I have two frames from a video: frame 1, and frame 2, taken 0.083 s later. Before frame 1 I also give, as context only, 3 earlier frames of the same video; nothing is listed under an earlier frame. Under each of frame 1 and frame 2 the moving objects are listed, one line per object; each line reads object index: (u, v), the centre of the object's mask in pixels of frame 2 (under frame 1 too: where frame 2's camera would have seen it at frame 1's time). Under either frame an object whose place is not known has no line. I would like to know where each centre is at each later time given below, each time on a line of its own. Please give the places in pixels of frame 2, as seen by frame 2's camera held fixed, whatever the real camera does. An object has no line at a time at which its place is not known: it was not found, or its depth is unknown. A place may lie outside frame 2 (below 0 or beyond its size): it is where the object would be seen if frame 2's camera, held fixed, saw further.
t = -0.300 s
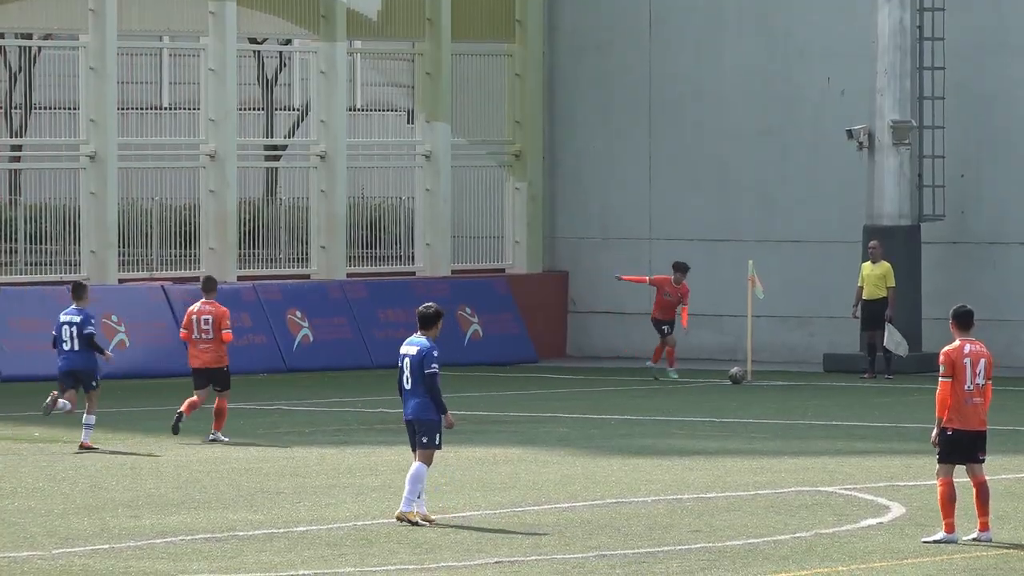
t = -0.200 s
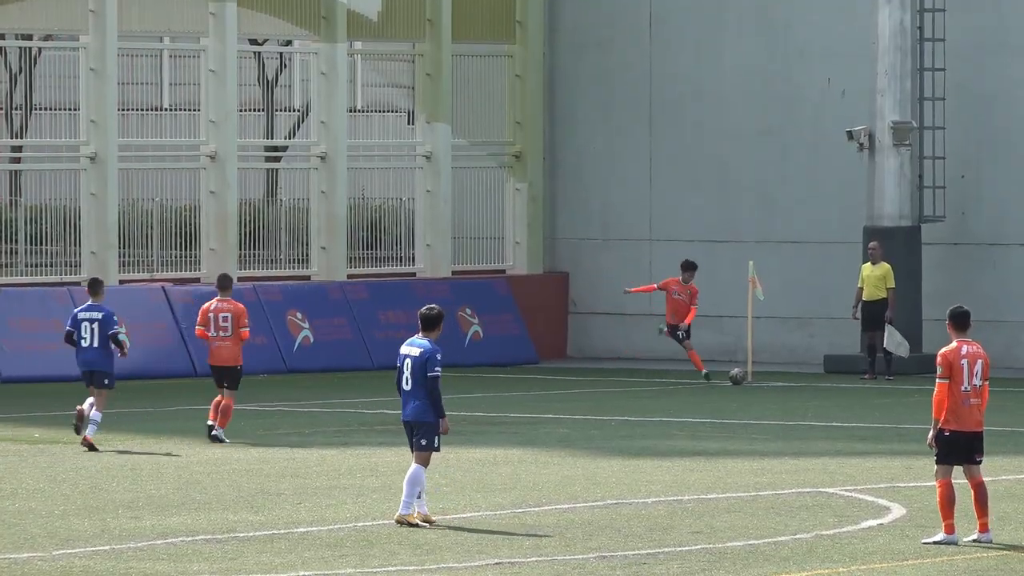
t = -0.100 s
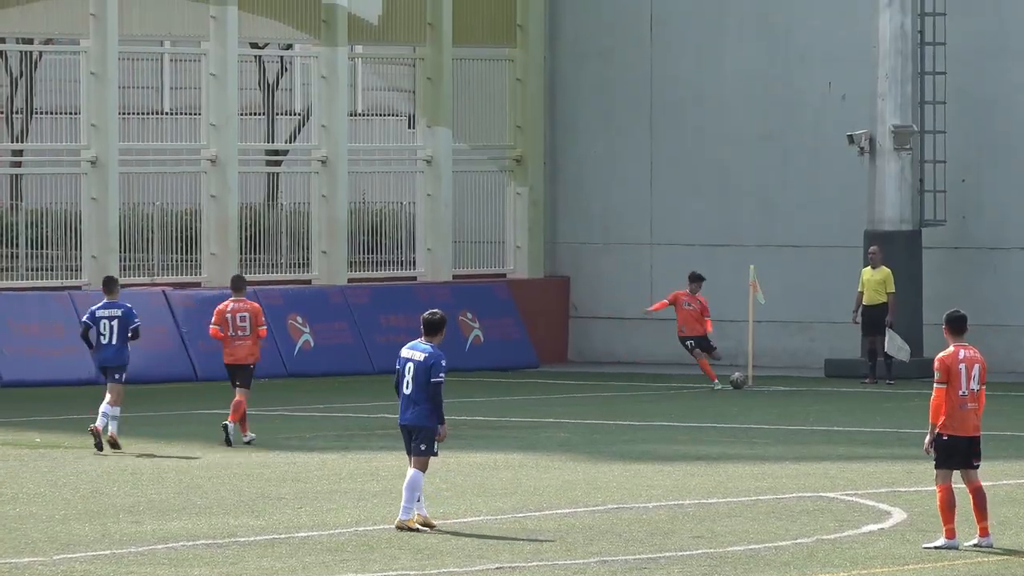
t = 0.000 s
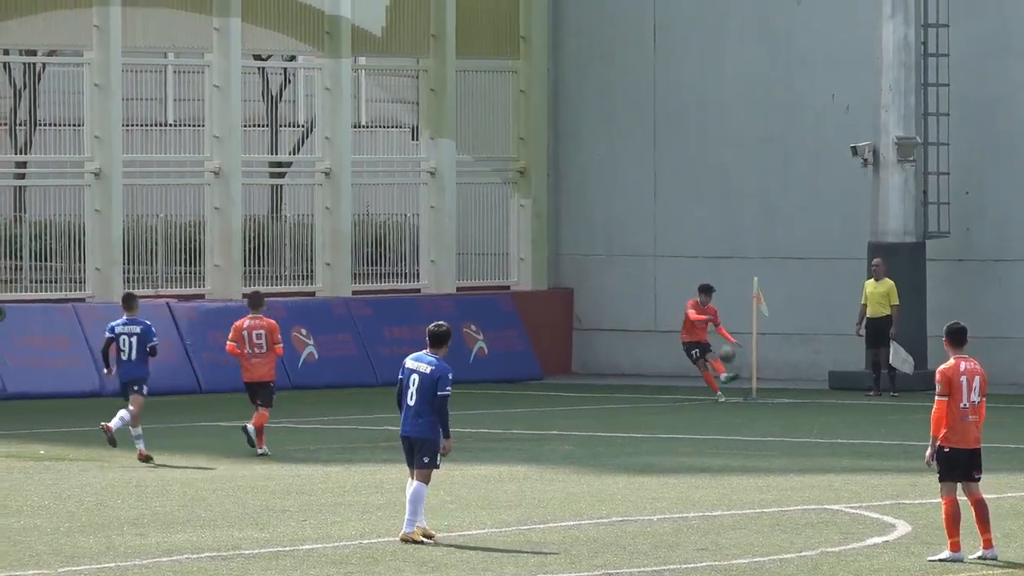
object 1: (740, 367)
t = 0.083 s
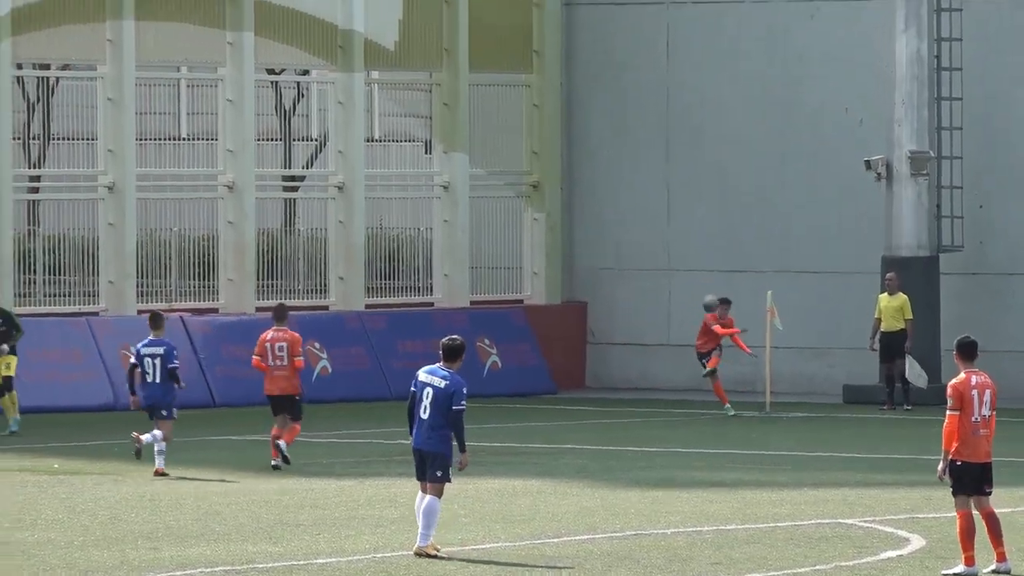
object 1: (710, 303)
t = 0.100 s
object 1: (705, 291)
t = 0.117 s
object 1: (698, 279)
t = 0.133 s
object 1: (692, 267)
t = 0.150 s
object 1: (685, 255)
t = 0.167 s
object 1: (679, 243)
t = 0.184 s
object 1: (671, 231)
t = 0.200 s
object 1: (665, 220)
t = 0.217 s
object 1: (657, 209)
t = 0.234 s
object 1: (650, 197)
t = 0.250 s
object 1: (643, 186)
